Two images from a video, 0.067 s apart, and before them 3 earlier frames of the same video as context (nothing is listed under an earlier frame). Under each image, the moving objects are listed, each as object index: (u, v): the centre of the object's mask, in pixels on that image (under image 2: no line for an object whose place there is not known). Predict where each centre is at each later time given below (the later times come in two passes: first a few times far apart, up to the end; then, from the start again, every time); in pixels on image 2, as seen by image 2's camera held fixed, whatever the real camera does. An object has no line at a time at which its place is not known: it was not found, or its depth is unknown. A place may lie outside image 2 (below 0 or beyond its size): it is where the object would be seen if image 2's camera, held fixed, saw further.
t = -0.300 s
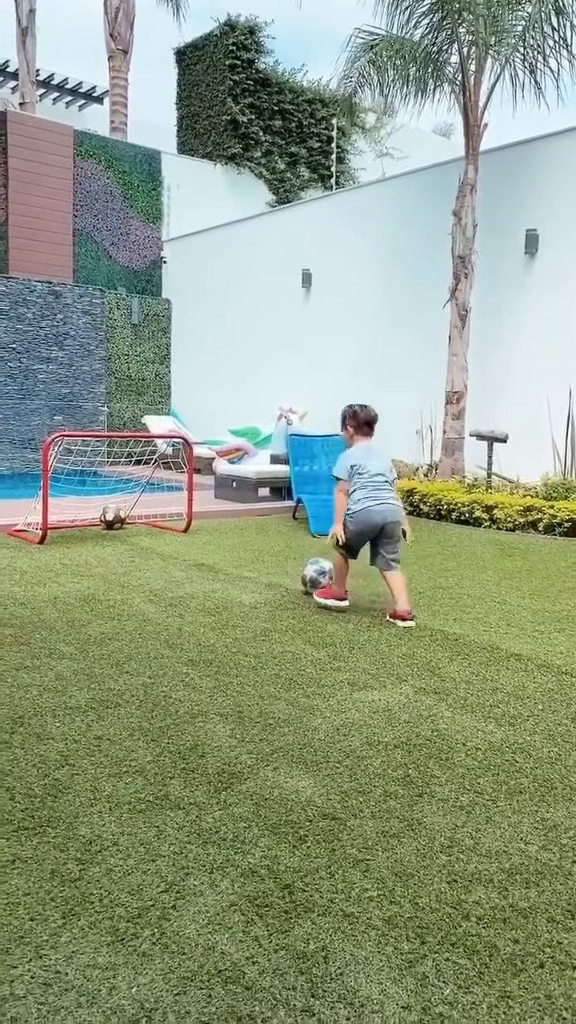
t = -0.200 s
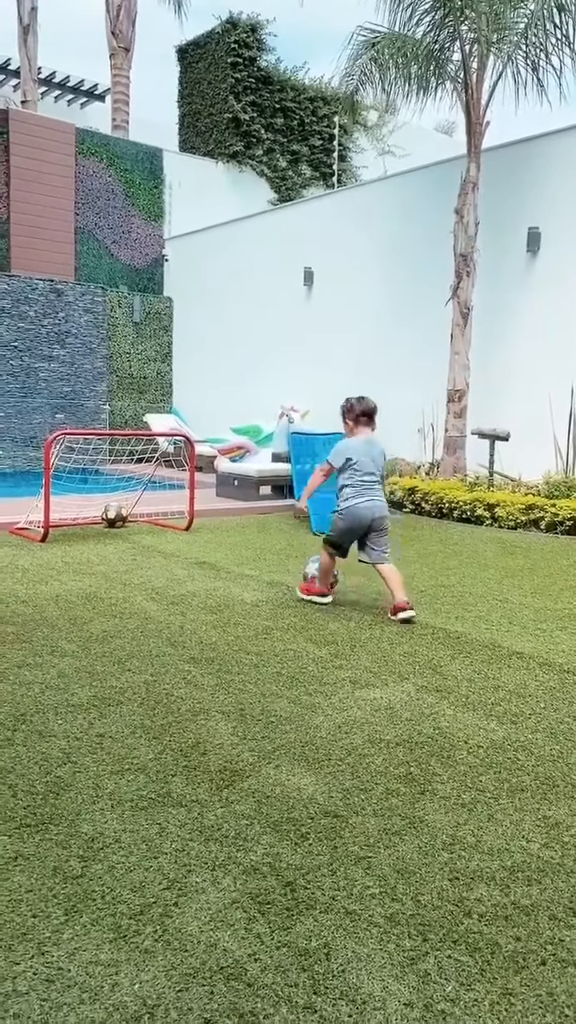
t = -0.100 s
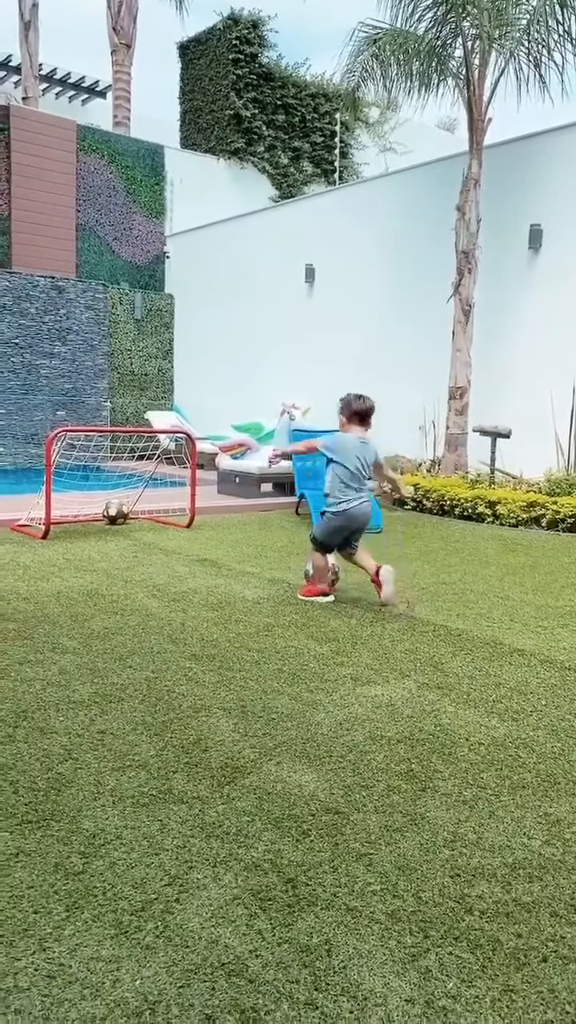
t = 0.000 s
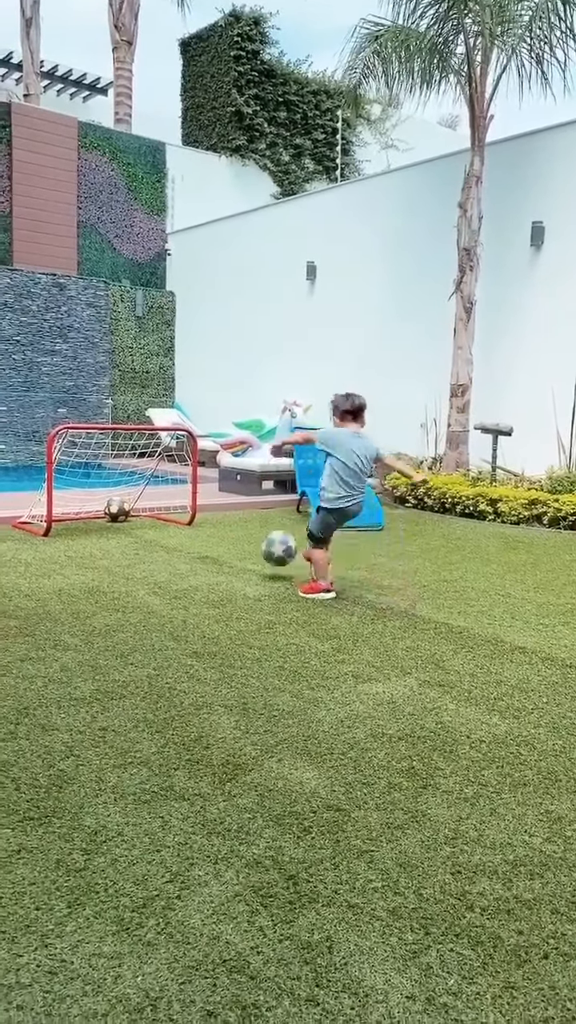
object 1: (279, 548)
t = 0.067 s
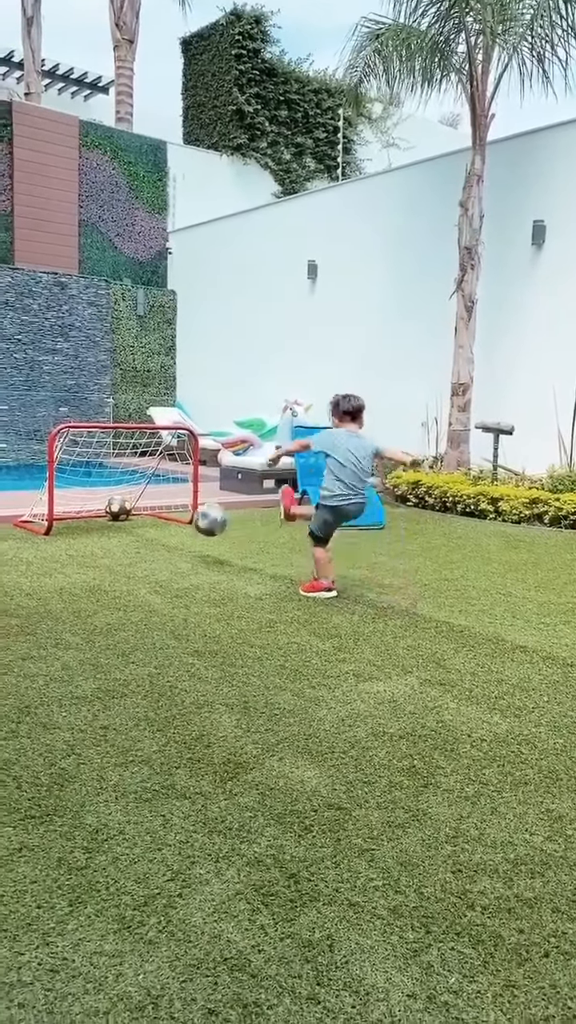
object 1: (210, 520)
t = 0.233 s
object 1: (67, 491)
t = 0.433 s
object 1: (122, 544)
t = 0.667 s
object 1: (196, 534)
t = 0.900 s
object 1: (298, 575)
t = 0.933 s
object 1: (313, 576)
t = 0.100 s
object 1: (177, 511)
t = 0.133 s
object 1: (148, 502)
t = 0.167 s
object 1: (119, 498)
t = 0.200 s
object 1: (93, 493)
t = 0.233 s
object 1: (67, 491)
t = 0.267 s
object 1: (58, 493)
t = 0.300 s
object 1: (70, 500)
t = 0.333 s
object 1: (82, 508)
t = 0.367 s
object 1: (95, 516)
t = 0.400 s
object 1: (109, 530)
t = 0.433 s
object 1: (122, 544)
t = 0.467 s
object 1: (134, 545)
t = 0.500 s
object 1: (143, 538)
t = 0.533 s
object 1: (152, 533)
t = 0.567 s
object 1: (164, 531)
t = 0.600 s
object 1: (175, 530)
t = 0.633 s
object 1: (185, 531)
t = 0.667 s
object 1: (196, 534)
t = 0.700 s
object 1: (207, 540)
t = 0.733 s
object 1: (219, 547)
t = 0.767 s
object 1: (232, 557)
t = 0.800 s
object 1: (244, 569)
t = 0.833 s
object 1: (256, 583)
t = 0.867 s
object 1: (284, 577)
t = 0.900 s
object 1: (298, 575)
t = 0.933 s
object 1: (313, 576)
